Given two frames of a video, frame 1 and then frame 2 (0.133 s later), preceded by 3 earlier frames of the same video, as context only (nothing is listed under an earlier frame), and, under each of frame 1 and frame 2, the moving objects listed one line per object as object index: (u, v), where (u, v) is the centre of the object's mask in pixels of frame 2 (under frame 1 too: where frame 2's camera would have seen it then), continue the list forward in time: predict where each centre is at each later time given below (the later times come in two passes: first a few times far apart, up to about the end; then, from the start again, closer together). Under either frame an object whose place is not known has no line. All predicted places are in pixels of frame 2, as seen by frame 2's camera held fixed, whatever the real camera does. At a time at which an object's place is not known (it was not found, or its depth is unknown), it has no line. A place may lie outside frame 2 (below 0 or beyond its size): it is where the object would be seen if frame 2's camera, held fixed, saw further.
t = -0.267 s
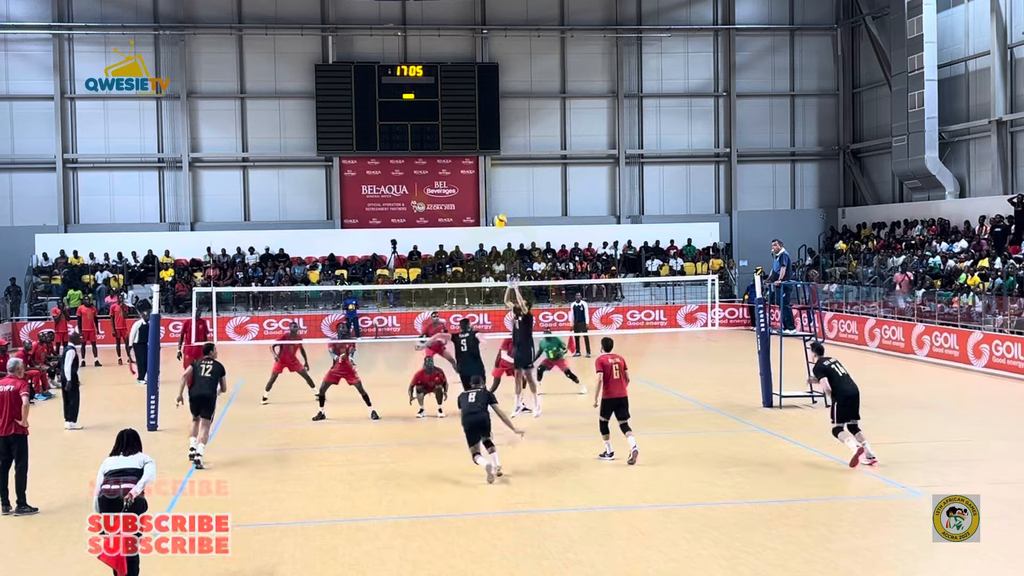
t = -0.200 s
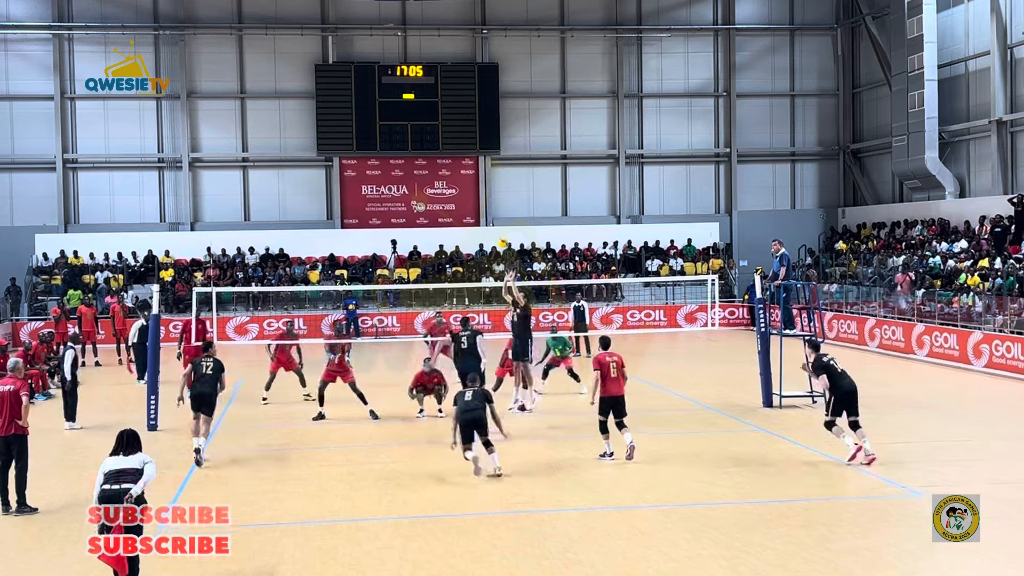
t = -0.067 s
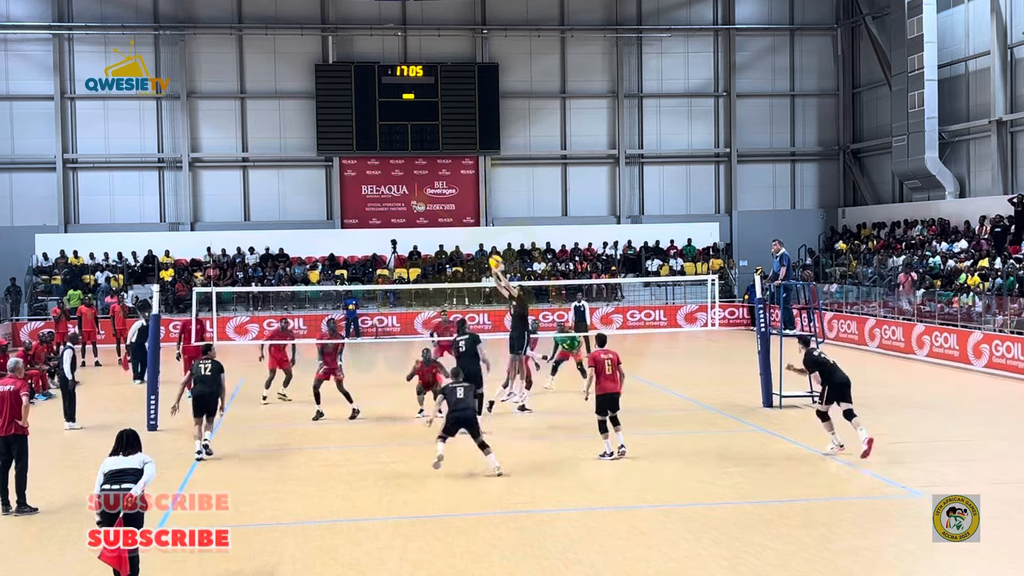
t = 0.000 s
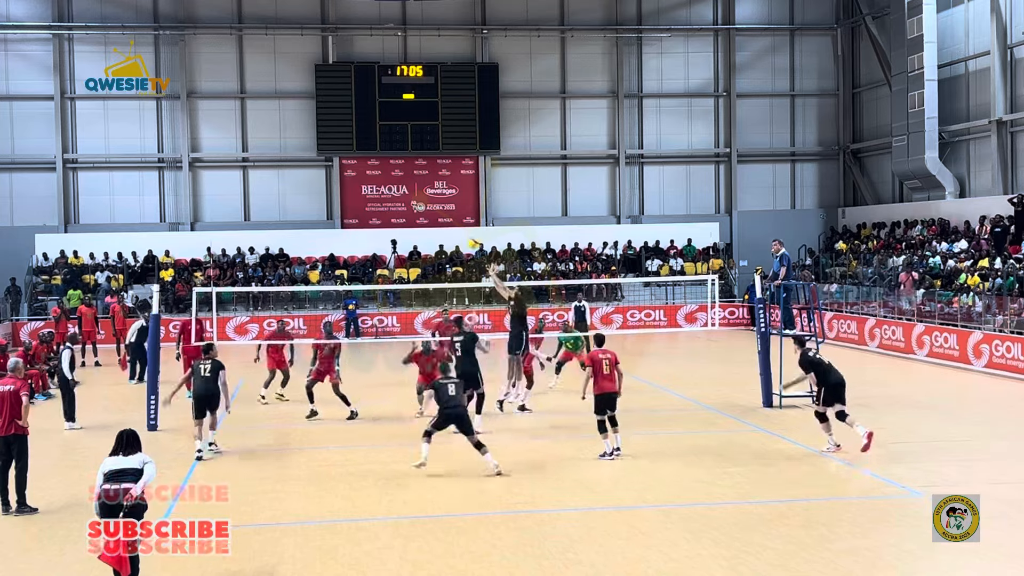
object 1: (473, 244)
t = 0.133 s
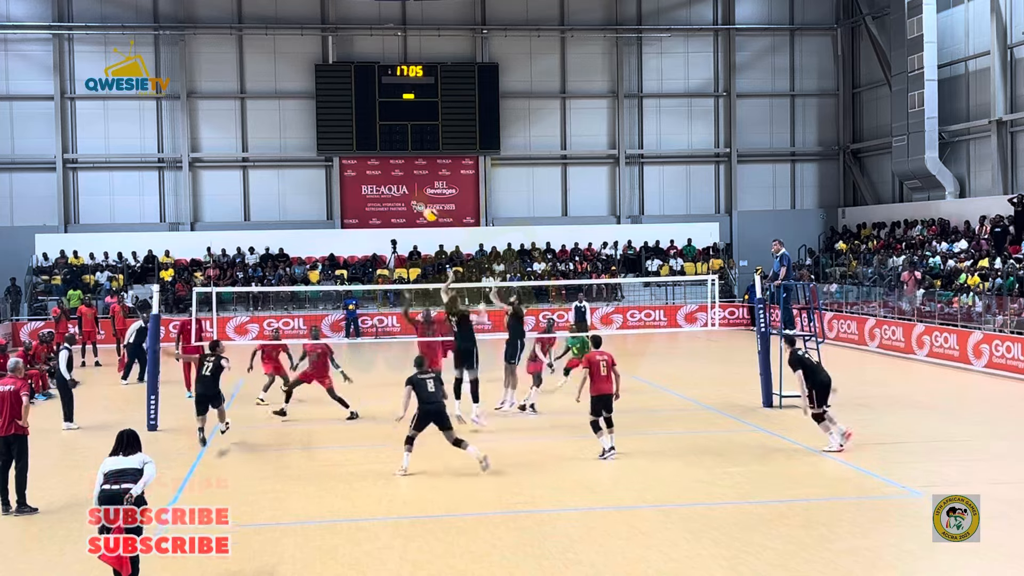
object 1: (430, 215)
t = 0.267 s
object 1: (387, 197)
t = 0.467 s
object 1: (327, 188)
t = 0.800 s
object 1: (233, 223)
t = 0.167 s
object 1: (419, 208)
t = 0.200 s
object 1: (409, 204)
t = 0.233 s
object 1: (398, 200)
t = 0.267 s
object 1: (387, 197)
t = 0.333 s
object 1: (367, 191)
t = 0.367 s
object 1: (356, 189)
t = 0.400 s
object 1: (347, 188)
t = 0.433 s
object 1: (337, 188)
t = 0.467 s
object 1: (327, 188)
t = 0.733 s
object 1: (250, 211)
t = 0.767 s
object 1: (242, 216)
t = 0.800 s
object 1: (233, 223)
